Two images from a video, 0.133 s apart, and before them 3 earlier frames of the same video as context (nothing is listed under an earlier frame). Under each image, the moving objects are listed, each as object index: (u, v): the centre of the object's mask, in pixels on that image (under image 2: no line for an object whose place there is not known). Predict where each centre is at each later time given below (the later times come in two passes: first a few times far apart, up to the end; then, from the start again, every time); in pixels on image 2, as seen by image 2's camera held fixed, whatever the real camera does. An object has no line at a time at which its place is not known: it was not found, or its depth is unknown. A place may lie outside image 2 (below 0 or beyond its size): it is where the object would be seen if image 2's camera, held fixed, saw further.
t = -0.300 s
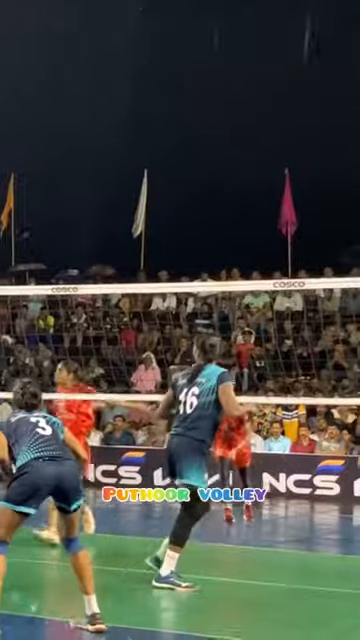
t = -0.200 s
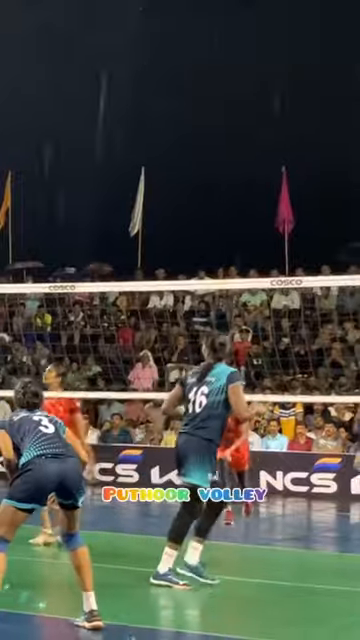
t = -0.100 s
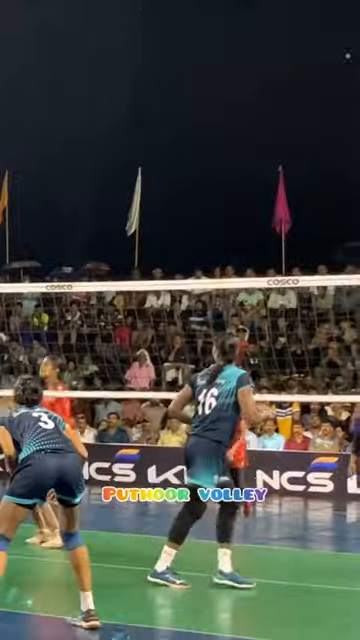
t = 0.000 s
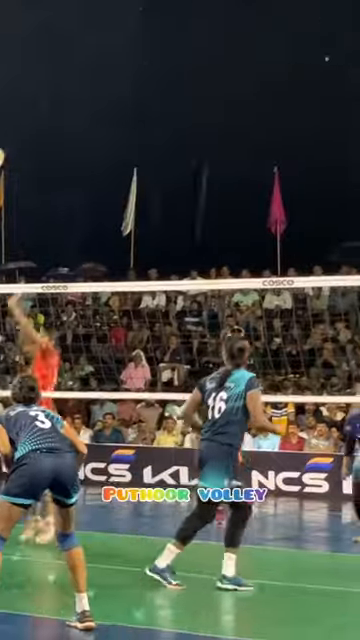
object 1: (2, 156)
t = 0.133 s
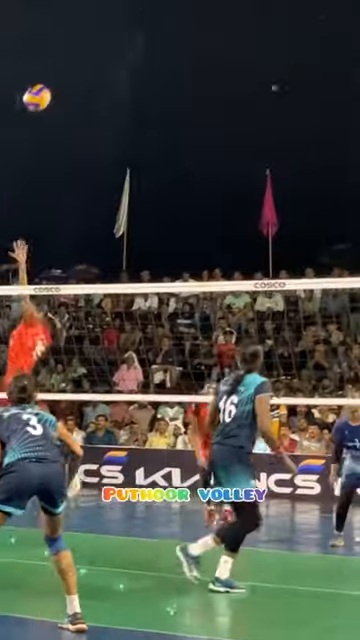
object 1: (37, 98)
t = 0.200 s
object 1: (64, 74)
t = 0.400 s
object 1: (144, 30)
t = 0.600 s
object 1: (223, 32)
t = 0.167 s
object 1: (50, 85)
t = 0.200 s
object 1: (64, 74)
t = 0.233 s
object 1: (77, 64)
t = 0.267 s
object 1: (91, 54)
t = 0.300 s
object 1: (104, 47)
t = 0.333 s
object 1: (117, 40)
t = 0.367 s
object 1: (130, 35)
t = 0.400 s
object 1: (144, 30)
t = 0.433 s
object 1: (157, 27)
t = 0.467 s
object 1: (170, 25)
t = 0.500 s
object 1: (183, 24)
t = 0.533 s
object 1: (196, 26)
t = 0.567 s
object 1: (210, 29)
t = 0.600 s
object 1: (223, 32)
